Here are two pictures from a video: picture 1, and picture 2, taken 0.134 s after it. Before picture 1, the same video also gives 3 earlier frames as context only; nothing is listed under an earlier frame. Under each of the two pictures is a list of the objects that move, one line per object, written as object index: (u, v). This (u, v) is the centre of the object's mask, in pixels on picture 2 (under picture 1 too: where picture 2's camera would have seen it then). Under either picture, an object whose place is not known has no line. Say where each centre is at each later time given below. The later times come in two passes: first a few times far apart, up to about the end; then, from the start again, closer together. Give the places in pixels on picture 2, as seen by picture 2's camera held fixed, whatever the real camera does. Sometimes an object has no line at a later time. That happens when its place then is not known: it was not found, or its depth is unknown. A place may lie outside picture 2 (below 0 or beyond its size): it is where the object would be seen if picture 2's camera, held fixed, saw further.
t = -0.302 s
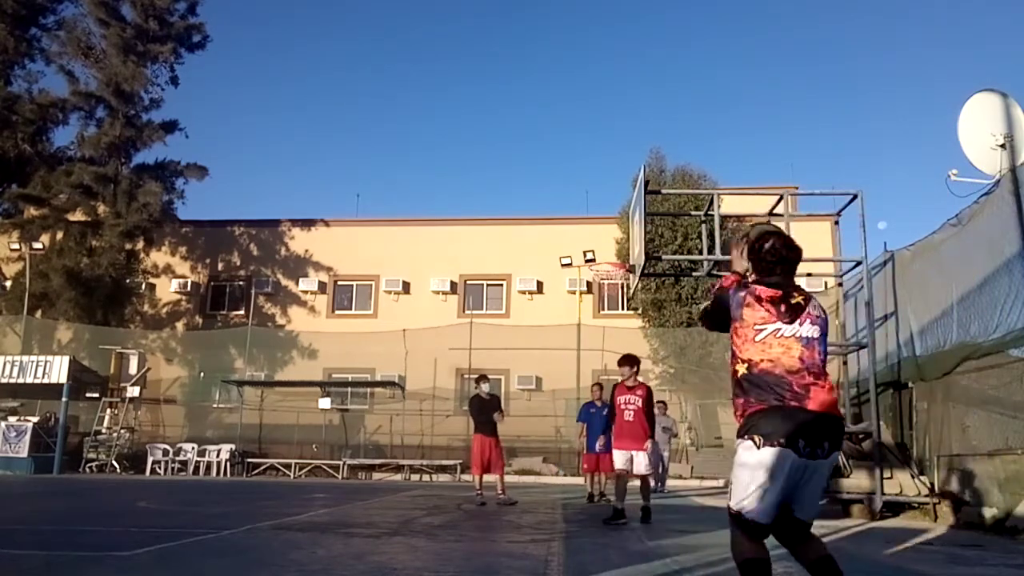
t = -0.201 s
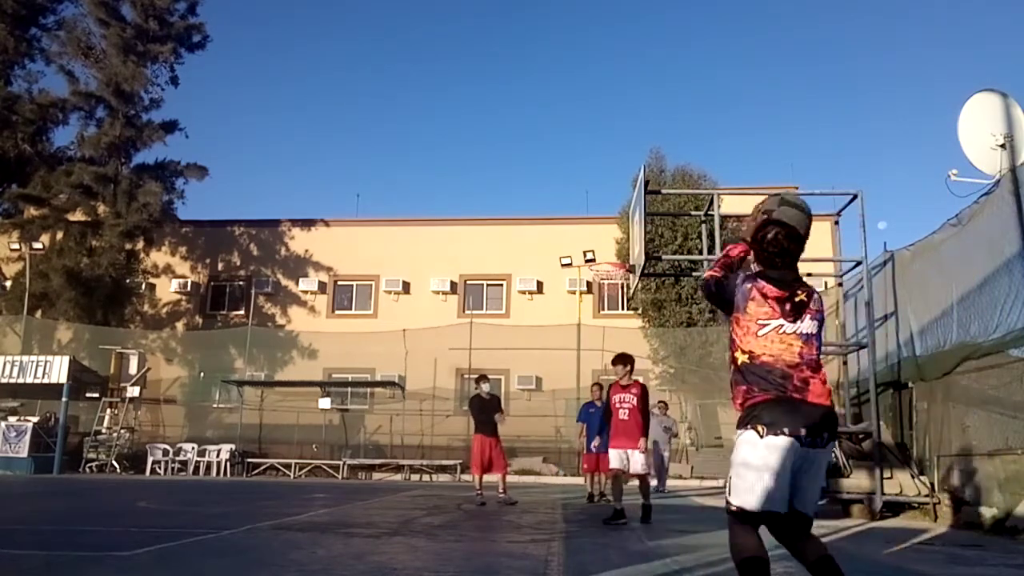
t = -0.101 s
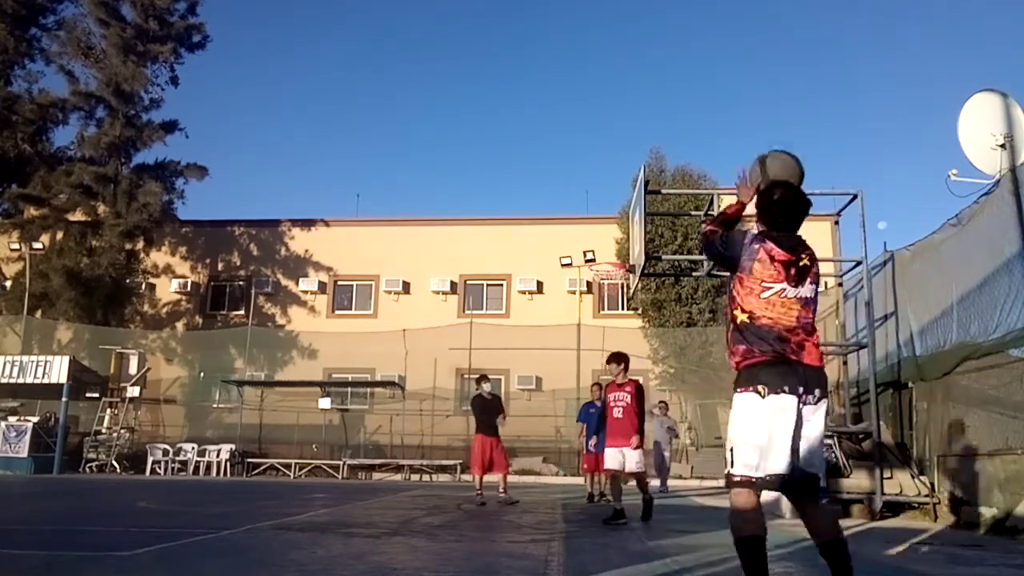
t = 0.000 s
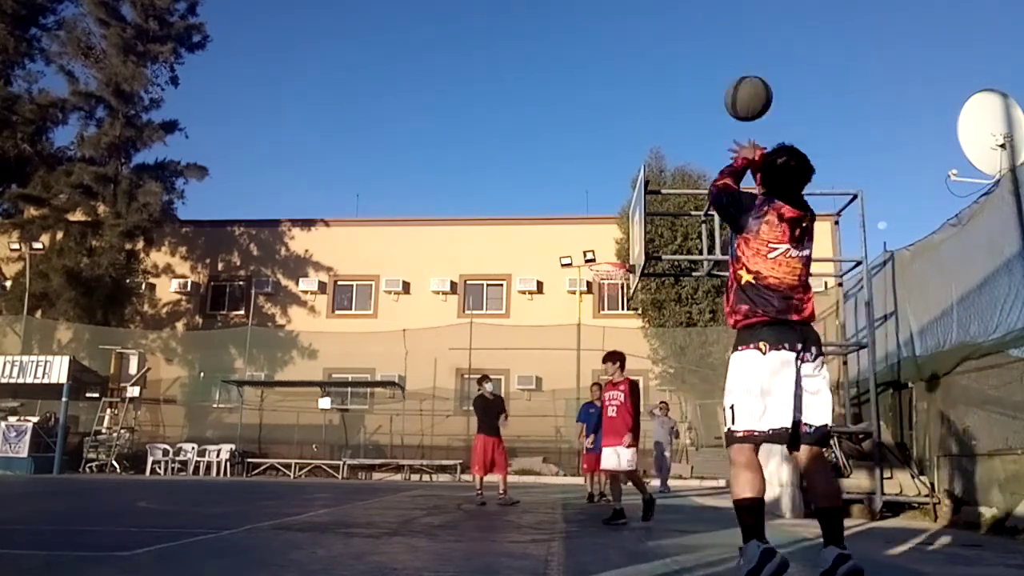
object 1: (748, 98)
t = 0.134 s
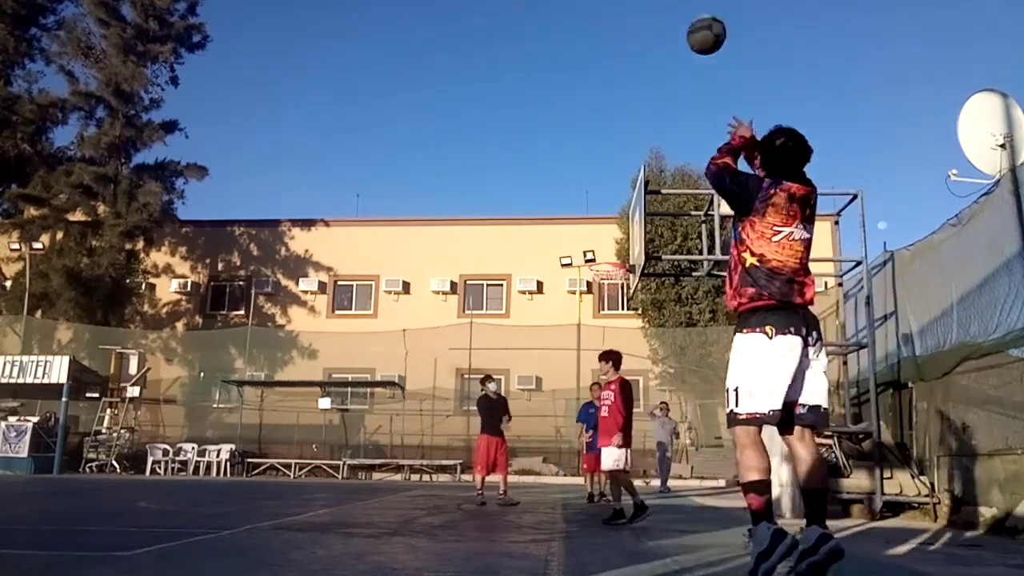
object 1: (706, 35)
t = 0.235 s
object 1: (683, 15)
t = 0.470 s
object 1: (647, 21)
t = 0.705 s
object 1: (622, 74)
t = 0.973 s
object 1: (604, 171)
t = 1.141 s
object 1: (595, 246)
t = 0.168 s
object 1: (697, 26)
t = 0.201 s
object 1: (690, 19)
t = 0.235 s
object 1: (683, 15)
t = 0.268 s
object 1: (676, 13)
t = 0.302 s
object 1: (670, 12)
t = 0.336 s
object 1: (665, 12)
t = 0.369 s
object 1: (661, 12)
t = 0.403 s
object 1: (655, 13)
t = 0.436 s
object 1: (651, 16)
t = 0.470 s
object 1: (647, 21)
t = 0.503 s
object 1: (643, 26)
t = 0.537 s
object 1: (639, 32)
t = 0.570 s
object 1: (635, 39)
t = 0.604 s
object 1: (632, 47)
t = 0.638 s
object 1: (629, 55)
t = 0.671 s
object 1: (626, 64)
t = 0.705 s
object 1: (622, 74)
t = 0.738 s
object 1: (620, 85)
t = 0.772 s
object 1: (617, 95)
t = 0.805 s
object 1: (615, 106)
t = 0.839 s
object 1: (612, 118)
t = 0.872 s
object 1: (611, 131)
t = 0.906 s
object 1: (609, 143)
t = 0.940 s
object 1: (606, 157)
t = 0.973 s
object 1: (604, 171)
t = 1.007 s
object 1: (602, 185)
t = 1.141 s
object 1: (595, 246)
